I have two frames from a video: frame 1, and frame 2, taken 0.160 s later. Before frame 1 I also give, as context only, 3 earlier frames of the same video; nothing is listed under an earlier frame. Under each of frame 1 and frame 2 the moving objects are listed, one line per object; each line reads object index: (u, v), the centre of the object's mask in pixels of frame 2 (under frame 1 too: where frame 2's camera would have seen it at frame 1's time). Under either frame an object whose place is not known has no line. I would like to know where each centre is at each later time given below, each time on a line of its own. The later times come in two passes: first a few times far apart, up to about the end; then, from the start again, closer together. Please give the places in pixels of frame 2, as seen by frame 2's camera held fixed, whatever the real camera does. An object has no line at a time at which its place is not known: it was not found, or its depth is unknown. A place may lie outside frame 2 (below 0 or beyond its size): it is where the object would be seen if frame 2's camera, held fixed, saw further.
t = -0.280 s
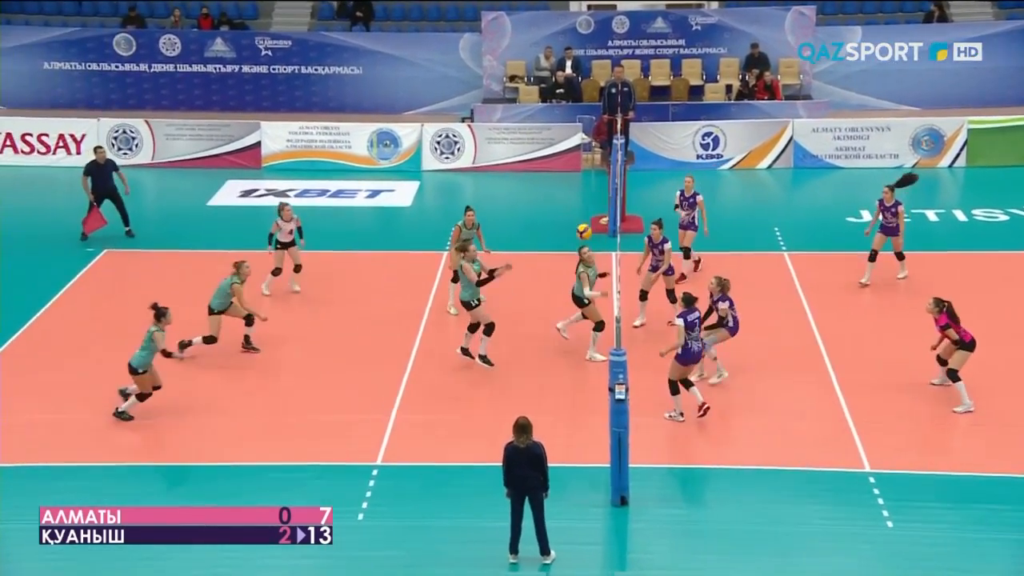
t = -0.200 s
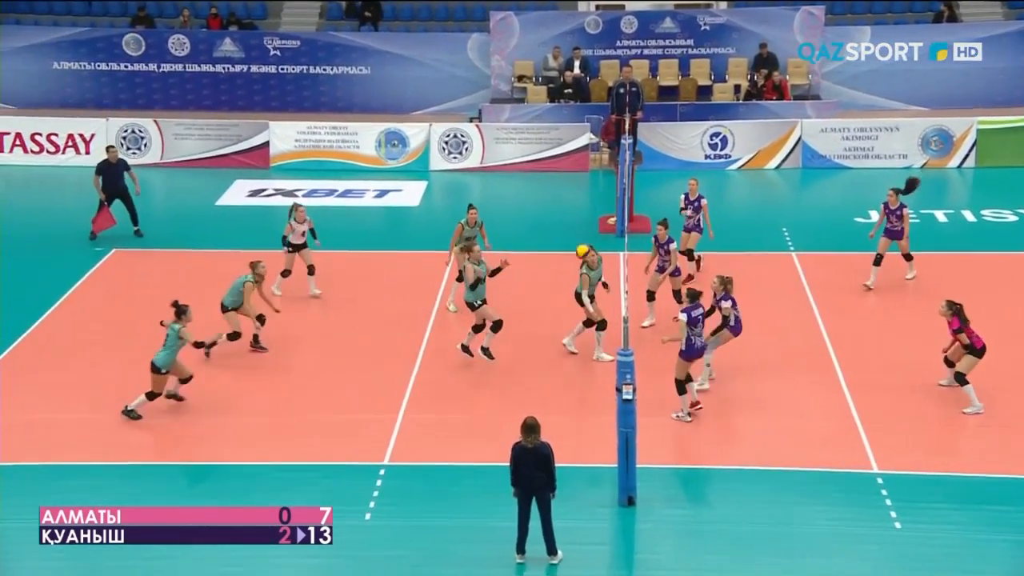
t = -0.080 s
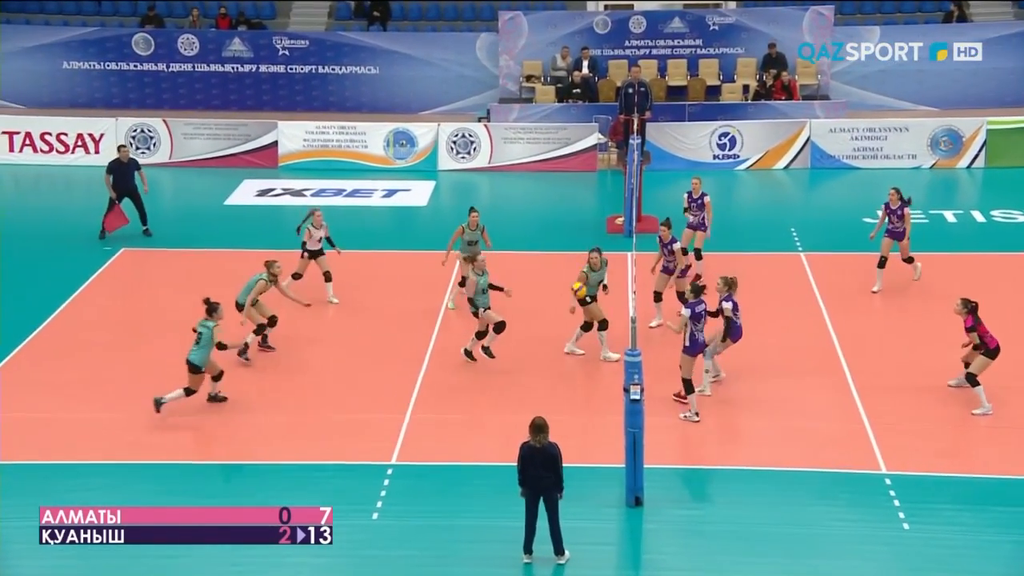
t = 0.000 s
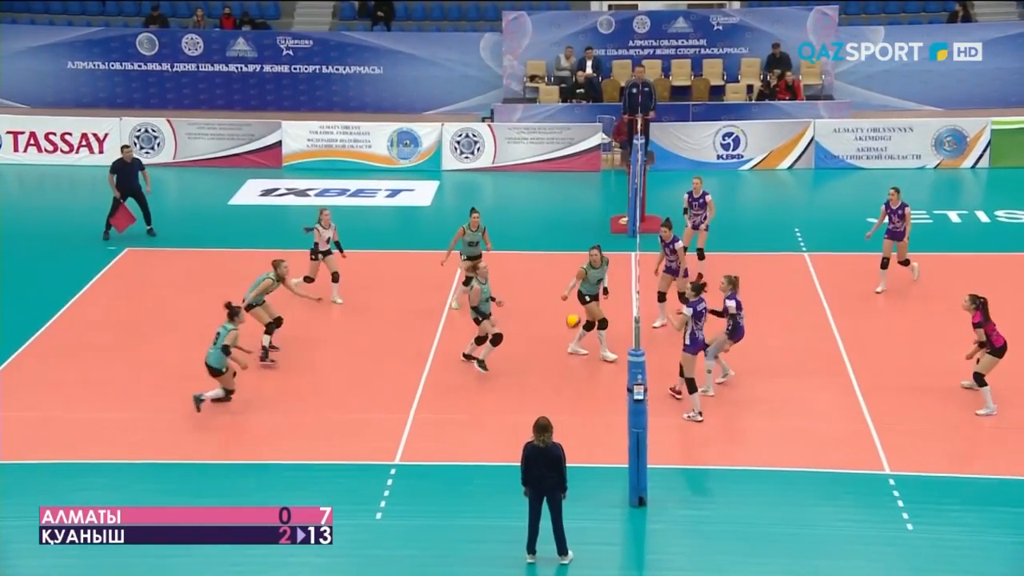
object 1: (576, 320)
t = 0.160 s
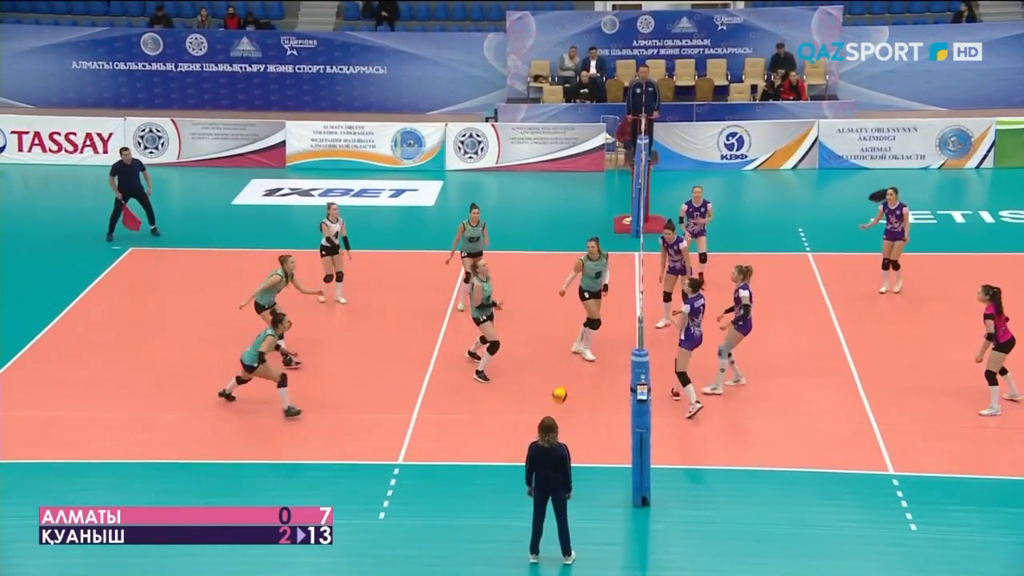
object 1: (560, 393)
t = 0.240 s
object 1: (556, 394)
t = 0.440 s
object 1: (553, 352)
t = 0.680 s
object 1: (549, 338)
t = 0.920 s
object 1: (546, 365)
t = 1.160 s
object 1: (545, 434)
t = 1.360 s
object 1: (541, 429)
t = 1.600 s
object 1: (537, 415)
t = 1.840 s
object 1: (533, 443)
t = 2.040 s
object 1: (530, 494)
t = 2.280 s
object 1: (526, 471)
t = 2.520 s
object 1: (523, 492)
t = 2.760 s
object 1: (520, 520)
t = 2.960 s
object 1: (518, 520)
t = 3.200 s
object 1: (516, 558)
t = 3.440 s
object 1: (514, 557)
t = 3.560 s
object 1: (514, 569)
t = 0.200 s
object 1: (556, 406)
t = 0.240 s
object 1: (556, 394)
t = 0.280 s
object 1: (555, 382)
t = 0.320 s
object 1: (554, 374)
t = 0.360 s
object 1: (554, 366)
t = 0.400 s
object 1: (553, 357)
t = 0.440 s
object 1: (553, 352)
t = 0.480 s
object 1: (553, 347)
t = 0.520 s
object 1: (552, 342)
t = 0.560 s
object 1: (551, 340)
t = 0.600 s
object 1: (550, 338)
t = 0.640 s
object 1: (550, 337)
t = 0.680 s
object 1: (549, 338)
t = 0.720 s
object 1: (549, 340)
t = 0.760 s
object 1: (549, 342)
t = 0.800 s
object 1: (548, 346)
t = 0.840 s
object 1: (548, 351)
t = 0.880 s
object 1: (548, 358)
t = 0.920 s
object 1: (546, 365)
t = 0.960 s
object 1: (546, 374)
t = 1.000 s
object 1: (546, 384)
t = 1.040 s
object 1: (546, 395)
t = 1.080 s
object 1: (546, 408)
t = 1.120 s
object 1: (545, 421)
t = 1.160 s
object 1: (545, 434)
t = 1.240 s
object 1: (541, 450)
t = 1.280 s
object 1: (543, 442)
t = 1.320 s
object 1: (543, 436)
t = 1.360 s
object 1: (541, 429)
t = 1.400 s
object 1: (541, 424)
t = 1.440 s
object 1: (540, 420)
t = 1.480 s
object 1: (539, 417)
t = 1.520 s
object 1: (539, 415)
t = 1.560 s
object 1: (538, 415)
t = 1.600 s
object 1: (537, 415)
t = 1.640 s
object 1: (536, 417)
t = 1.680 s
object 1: (536, 420)
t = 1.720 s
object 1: (535, 424)
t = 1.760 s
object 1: (535, 429)
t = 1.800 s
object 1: (533, 435)
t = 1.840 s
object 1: (533, 443)
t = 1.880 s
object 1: (532, 453)
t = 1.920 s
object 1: (532, 463)
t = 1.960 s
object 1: (531, 474)
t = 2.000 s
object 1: (530, 487)
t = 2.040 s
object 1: (530, 494)
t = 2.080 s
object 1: (529, 486)
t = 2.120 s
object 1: (529, 481)
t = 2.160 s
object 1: (529, 476)
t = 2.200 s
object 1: (528, 474)
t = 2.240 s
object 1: (527, 471)
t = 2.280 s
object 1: (526, 471)
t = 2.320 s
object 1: (526, 471)
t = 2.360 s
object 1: (526, 473)
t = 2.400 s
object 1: (525, 475)
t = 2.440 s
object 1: (524, 480)
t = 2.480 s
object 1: (524, 485)
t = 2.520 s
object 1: (523, 492)
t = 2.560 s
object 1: (523, 500)
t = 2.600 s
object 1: (522, 509)
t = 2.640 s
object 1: (522, 520)
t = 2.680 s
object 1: (522, 529)
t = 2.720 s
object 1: (521, 524)
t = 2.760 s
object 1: (520, 520)
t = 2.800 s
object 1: (520, 518)
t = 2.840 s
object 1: (520, 517)
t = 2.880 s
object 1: (519, 516)
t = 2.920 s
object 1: (519, 518)
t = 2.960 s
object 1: (518, 520)
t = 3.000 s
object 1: (518, 524)
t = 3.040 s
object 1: (517, 529)
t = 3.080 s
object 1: (517, 536)
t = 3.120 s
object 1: (516, 543)
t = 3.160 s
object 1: (516, 553)
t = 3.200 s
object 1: (516, 558)
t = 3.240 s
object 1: (515, 554)
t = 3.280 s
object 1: (514, 552)
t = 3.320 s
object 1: (514, 551)
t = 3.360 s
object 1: (514, 552)
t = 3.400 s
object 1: (514, 554)
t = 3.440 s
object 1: (514, 557)
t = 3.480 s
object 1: (513, 560)
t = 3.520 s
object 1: (513, 563)
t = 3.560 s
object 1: (514, 569)
